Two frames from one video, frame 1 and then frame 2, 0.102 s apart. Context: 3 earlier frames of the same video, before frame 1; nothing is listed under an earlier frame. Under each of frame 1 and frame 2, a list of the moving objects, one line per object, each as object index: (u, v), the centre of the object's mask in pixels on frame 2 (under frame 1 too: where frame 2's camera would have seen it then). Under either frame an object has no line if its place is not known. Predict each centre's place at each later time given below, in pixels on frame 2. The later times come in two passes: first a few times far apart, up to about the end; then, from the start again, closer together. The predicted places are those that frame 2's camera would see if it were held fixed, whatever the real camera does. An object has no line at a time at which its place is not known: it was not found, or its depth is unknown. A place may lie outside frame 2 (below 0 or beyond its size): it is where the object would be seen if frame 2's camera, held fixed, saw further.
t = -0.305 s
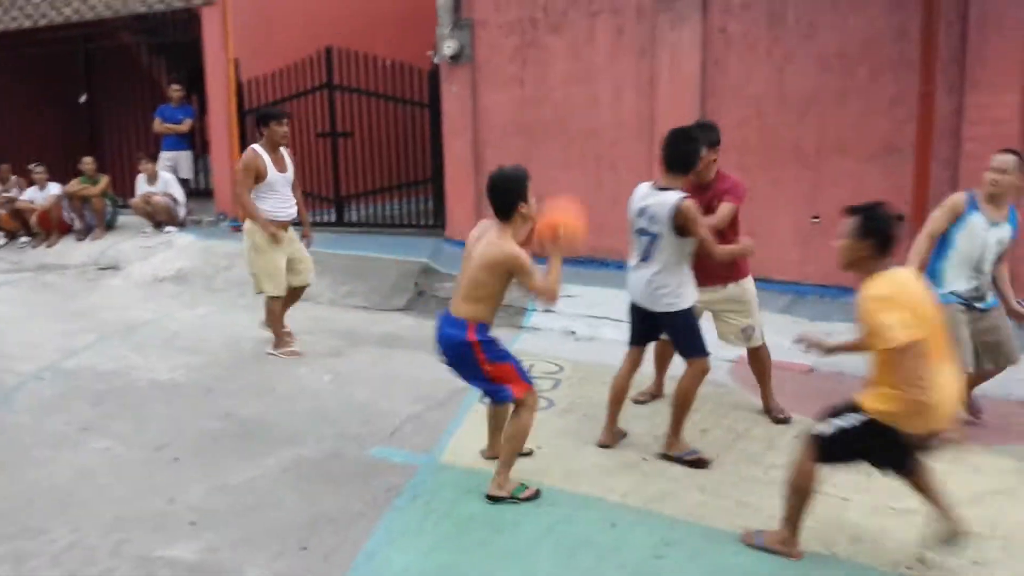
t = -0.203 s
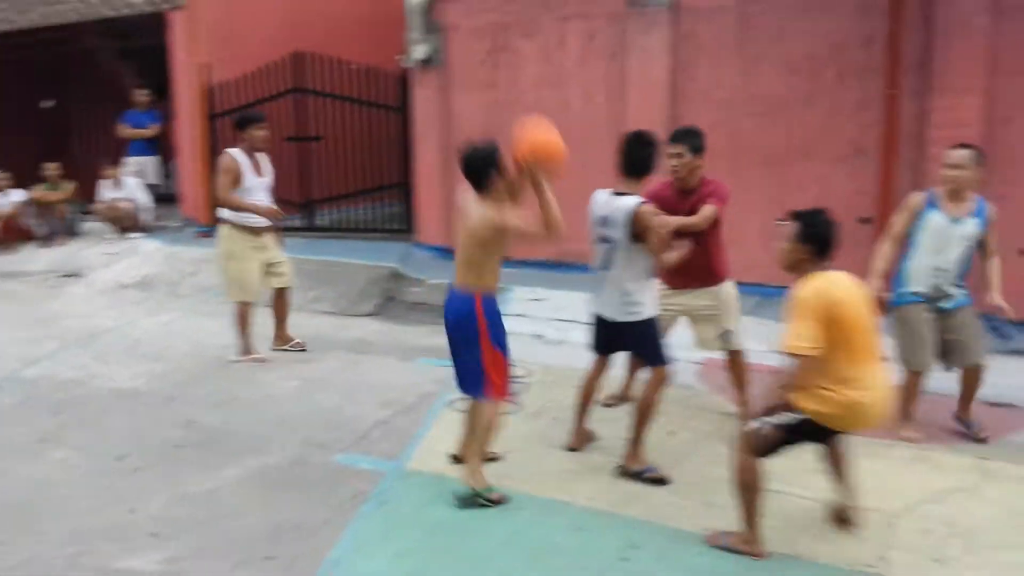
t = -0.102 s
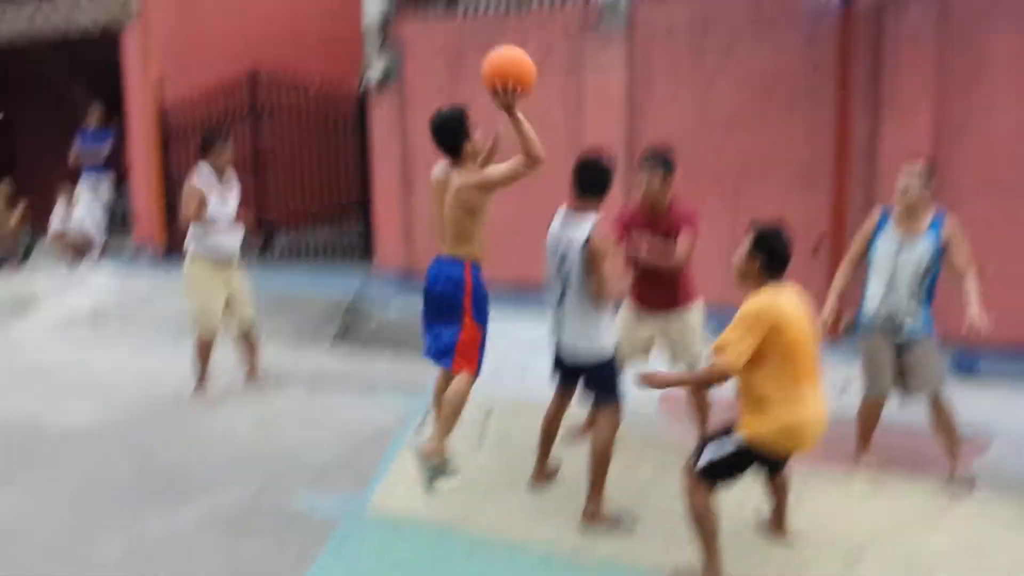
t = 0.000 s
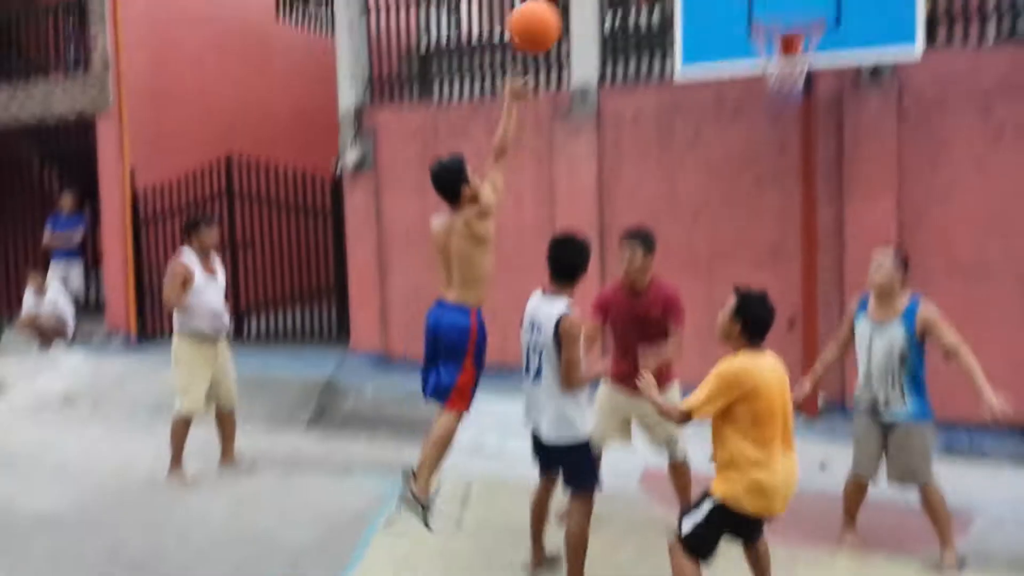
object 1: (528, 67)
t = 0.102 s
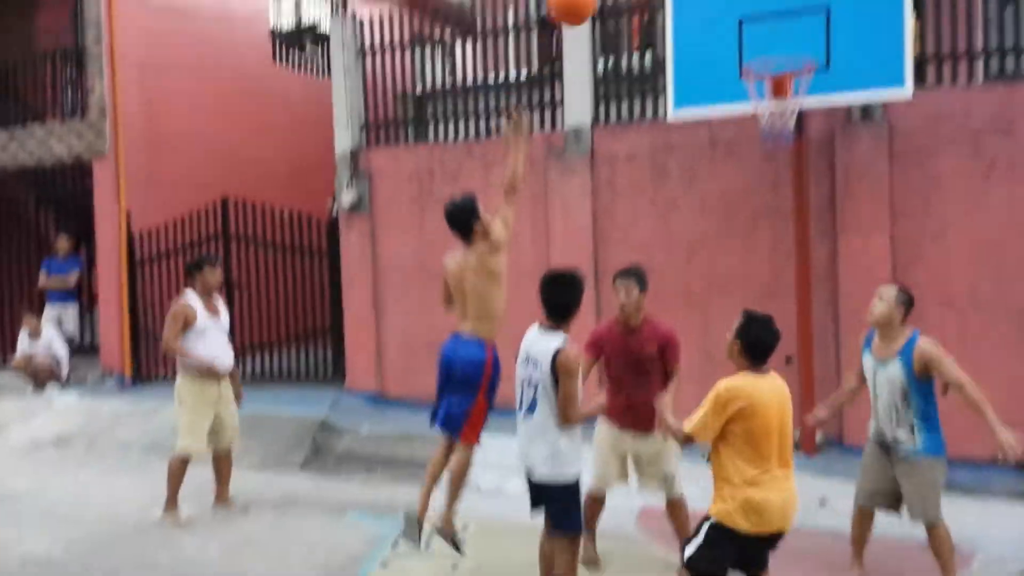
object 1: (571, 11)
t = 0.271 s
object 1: (644, -56)
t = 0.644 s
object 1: (767, -1)
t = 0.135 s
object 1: (587, -6)
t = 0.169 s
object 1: (601, -22)
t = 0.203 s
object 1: (615, -34)
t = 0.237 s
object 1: (629, -44)
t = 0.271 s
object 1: (644, -56)
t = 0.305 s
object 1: (656, -61)
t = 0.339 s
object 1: (668, -64)
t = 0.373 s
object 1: (682, -67)
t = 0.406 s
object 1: (695, -65)
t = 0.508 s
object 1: (727, -47)
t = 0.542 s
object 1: (736, -40)
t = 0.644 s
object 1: (767, -1)
